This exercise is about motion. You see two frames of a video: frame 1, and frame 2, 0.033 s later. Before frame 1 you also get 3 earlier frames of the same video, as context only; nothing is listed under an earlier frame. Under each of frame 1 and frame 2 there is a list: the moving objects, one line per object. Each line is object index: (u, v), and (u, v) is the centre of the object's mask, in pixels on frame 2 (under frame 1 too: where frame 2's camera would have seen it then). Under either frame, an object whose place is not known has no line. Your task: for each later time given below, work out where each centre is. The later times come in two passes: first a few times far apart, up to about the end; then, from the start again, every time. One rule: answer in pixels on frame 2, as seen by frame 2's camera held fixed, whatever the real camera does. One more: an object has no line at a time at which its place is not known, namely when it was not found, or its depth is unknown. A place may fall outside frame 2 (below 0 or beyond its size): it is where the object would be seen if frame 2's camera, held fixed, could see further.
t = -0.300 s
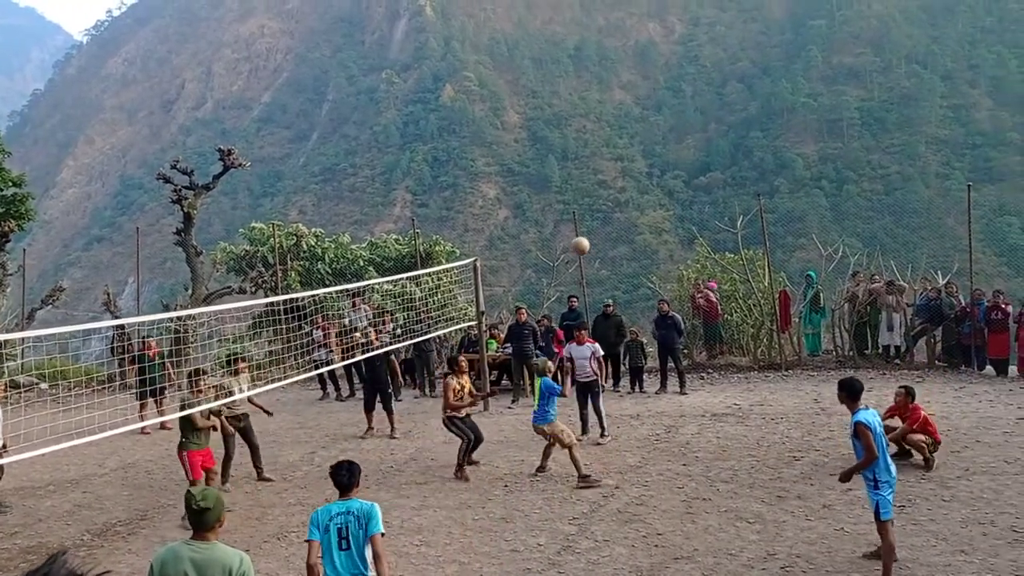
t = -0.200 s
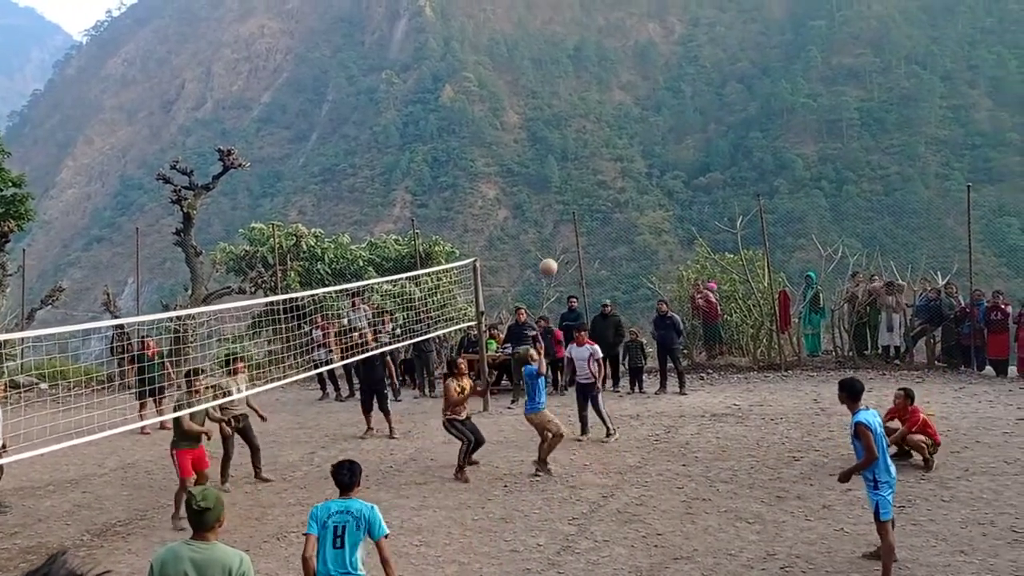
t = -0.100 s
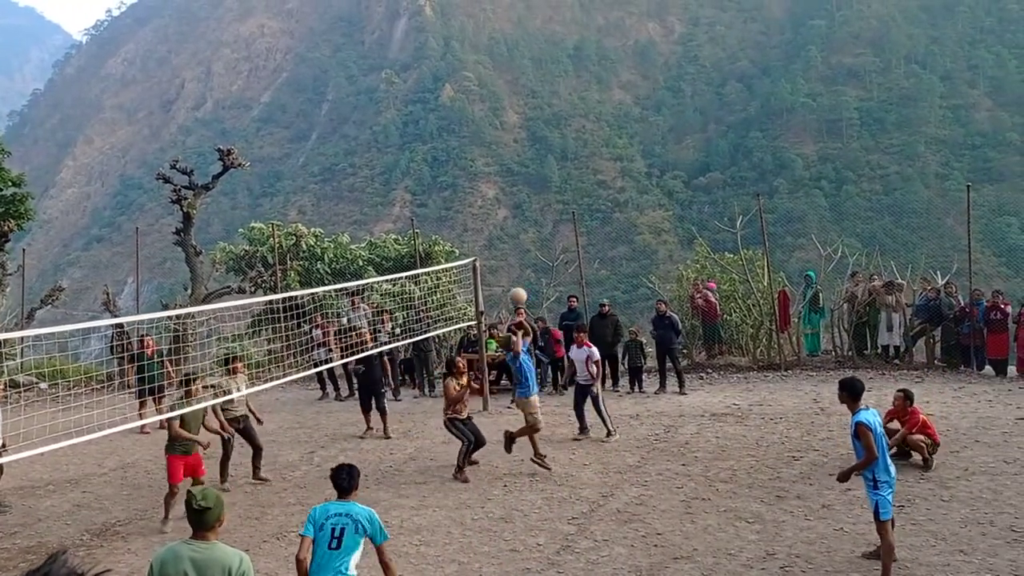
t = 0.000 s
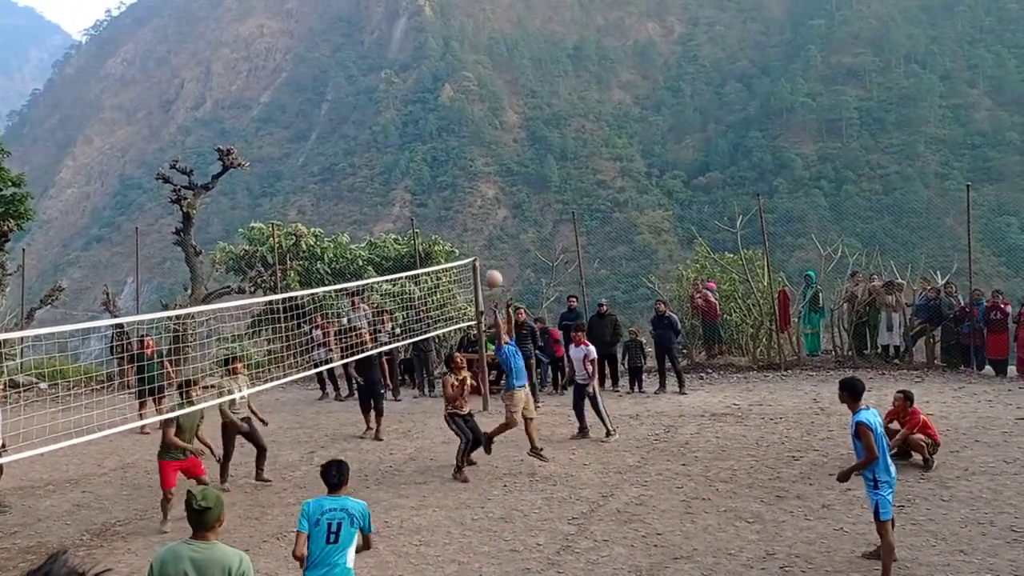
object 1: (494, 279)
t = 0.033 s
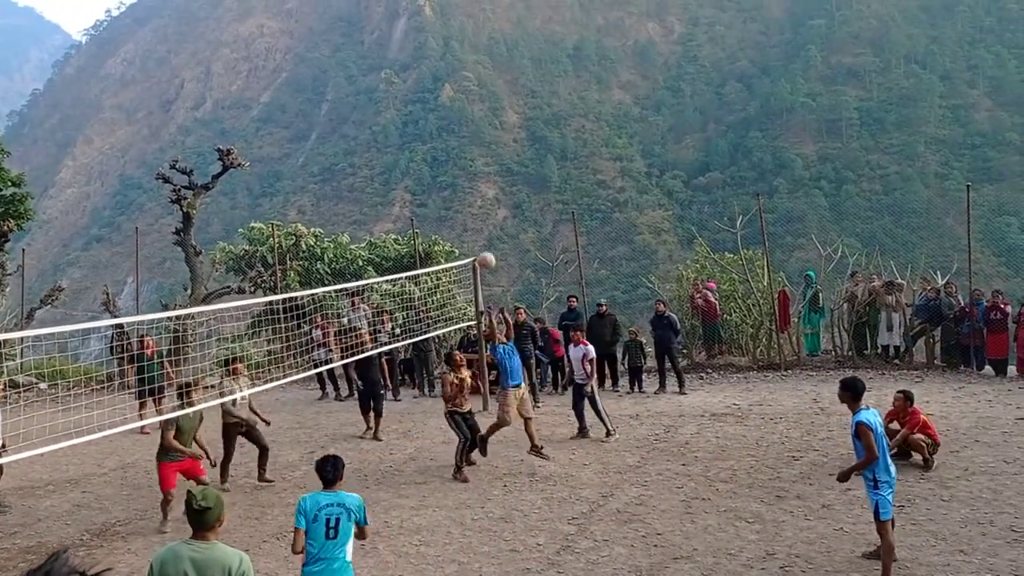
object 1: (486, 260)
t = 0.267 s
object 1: (437, 152)
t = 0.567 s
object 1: (372, 68)
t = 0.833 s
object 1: (315, 64)
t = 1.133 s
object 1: (250, 160)
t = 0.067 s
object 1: (478, 245)
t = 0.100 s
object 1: (472, 227)
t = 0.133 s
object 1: (465, 211)
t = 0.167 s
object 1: (458, 195)
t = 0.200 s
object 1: (451, 179)
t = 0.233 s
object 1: (444, 166)
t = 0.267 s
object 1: (437, 152)
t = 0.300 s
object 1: (430, 139)
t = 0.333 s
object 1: (423, 127)
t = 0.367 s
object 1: (415, 116)
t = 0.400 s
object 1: (408, 106)
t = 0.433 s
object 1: (401, 97)
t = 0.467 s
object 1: (393, 88)
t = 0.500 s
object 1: (386, 80)
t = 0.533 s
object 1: (379, 73)
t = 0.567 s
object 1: (372, 68)
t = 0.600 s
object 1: (365, 63)
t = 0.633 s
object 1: (357, 60)
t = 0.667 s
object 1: (350, 57)
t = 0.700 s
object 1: (343, 56)
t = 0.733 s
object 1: (336, 56)
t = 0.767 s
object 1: (329, 57)
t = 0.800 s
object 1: (322, 60)
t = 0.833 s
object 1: (315, 64)
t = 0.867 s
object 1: (307, 68)
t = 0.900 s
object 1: (300, 75)
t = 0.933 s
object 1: (293, 82)
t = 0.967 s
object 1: (286, 91)
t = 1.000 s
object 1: (279, 102)
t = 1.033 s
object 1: (272, 114)
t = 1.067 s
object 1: (264, 127)
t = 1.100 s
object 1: (258, 143)
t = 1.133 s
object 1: (250, 160)
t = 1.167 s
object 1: (244, 179)
